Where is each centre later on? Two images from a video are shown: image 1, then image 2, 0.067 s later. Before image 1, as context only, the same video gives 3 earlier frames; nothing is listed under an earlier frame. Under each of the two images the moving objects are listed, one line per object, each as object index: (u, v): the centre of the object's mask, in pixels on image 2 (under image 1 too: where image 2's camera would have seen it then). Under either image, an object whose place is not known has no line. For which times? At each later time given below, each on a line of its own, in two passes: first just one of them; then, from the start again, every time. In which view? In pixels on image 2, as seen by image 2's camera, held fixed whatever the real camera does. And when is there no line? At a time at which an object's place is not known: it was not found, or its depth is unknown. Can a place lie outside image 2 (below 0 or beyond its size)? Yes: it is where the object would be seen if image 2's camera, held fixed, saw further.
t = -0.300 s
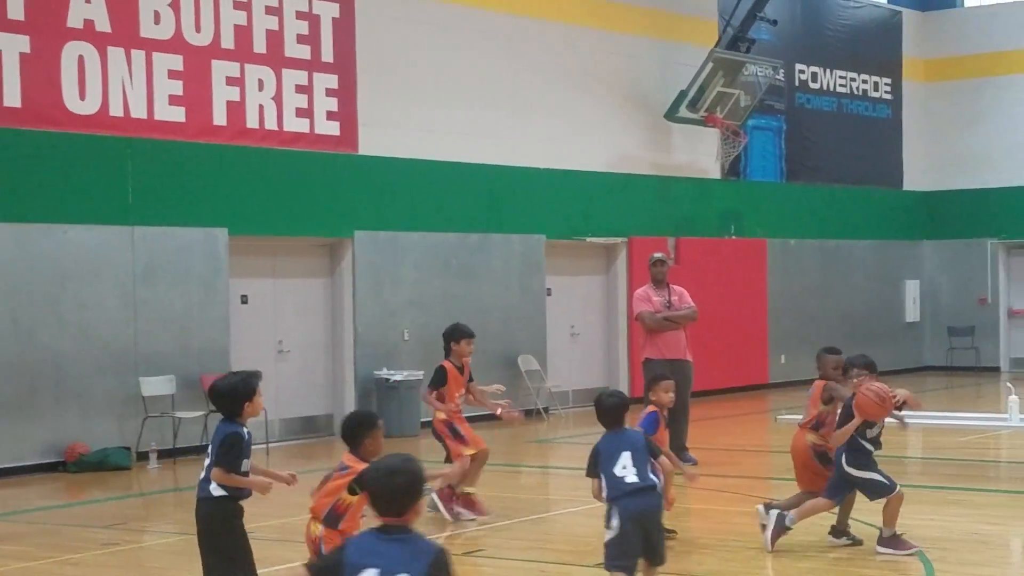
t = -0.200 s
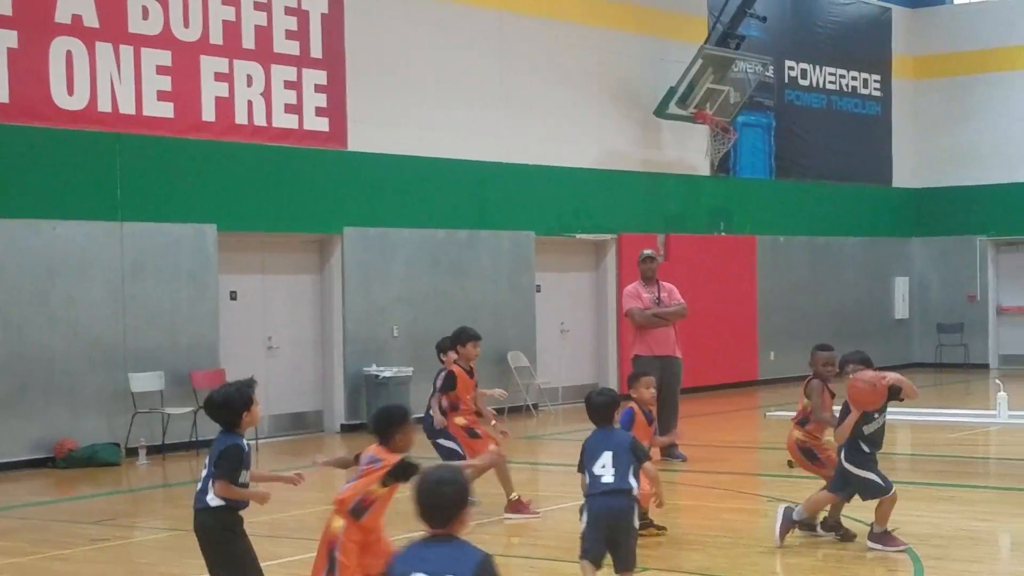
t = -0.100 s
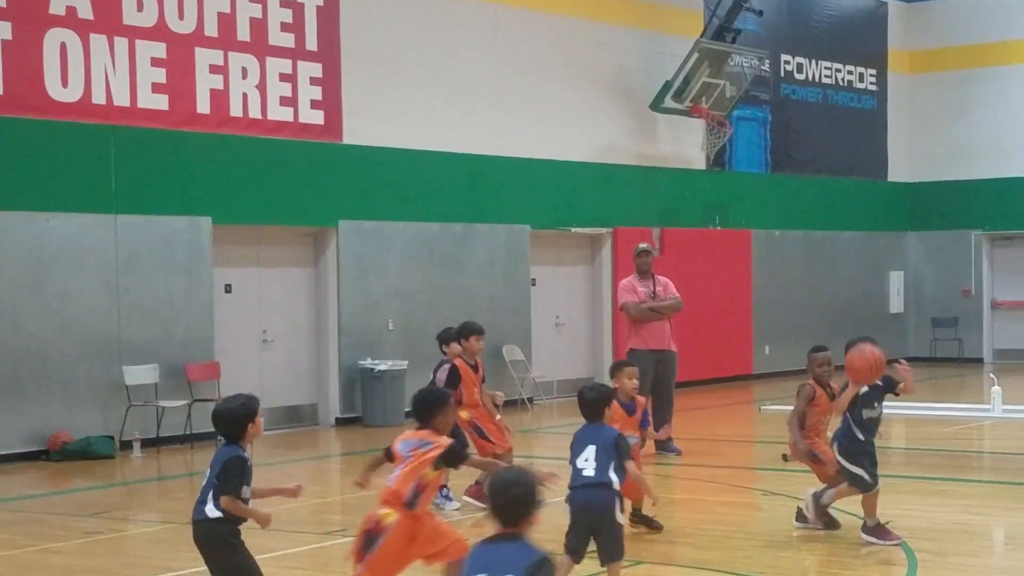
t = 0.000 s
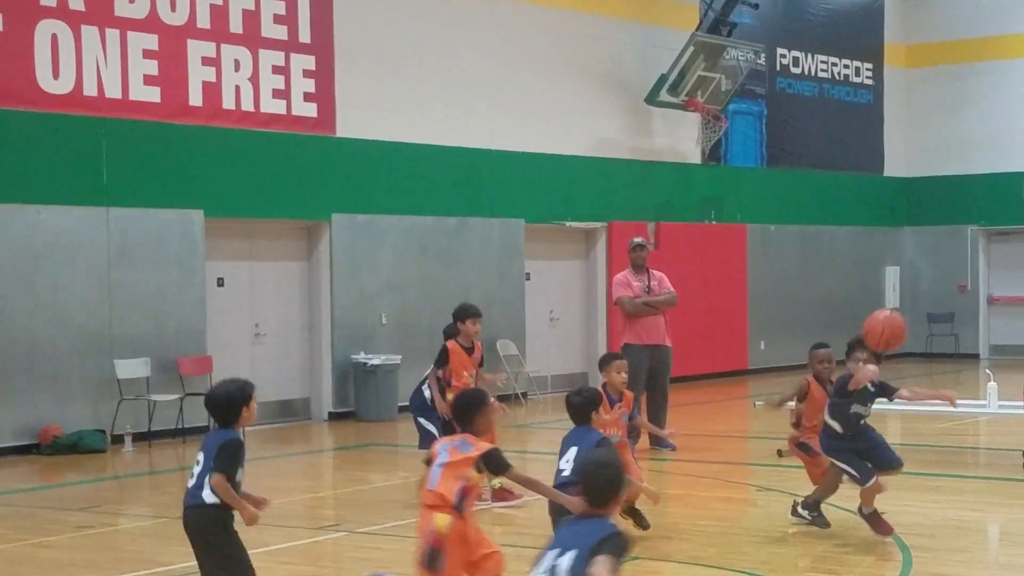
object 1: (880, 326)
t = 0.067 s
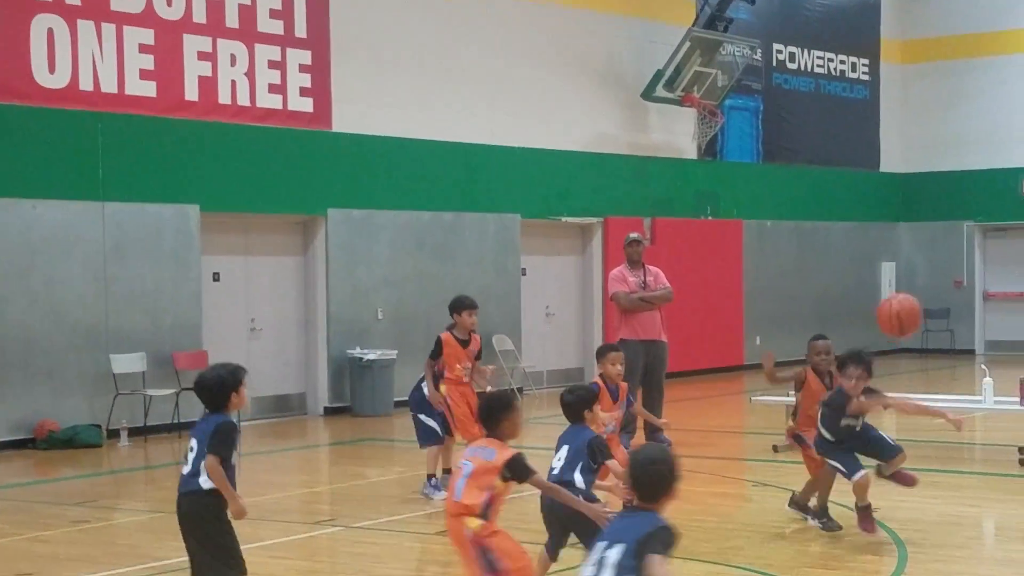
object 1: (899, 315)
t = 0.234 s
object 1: (952, 328)
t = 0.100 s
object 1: (909, 313)
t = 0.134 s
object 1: (919, 313)
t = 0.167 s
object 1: (930, 316)
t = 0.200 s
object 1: (941, 320)
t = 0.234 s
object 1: (952, 328)
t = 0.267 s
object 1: (964, 338)
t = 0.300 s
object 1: (977, 351)
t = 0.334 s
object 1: (991, 367)
